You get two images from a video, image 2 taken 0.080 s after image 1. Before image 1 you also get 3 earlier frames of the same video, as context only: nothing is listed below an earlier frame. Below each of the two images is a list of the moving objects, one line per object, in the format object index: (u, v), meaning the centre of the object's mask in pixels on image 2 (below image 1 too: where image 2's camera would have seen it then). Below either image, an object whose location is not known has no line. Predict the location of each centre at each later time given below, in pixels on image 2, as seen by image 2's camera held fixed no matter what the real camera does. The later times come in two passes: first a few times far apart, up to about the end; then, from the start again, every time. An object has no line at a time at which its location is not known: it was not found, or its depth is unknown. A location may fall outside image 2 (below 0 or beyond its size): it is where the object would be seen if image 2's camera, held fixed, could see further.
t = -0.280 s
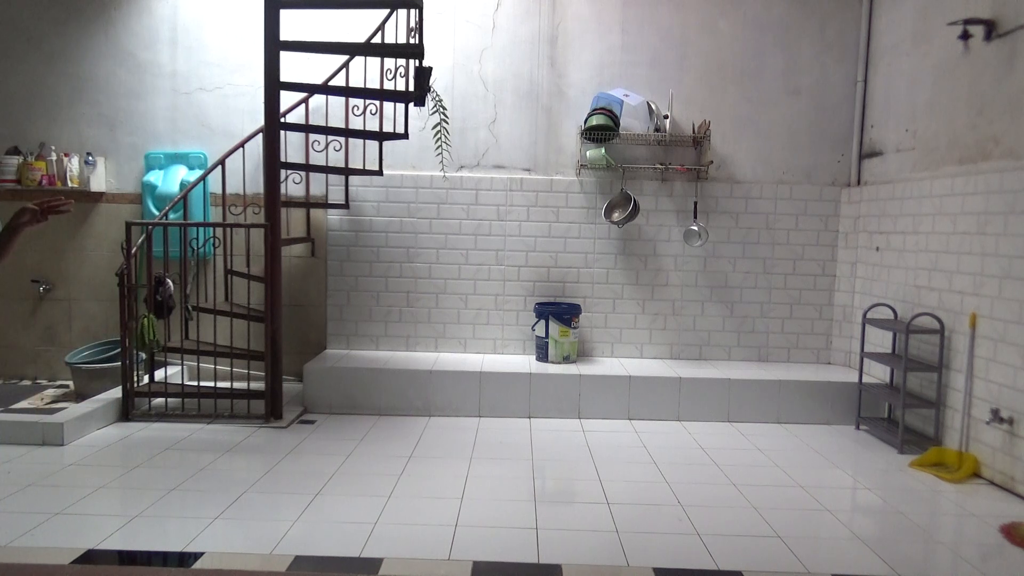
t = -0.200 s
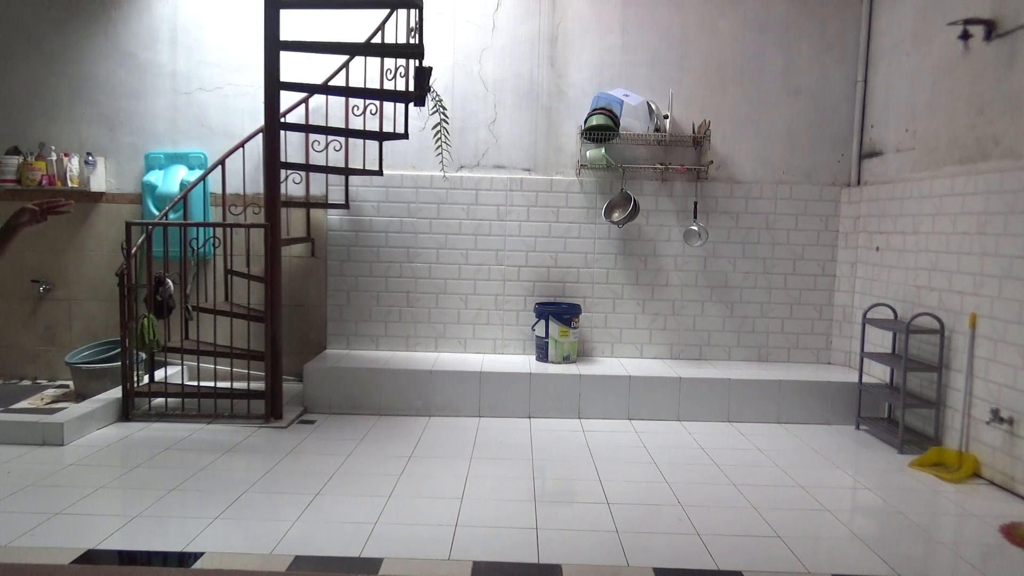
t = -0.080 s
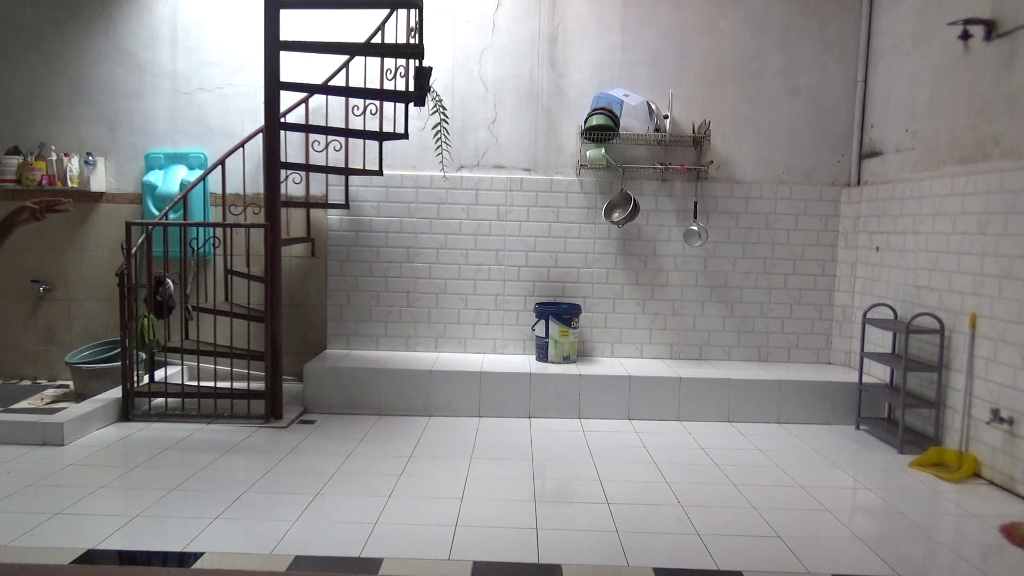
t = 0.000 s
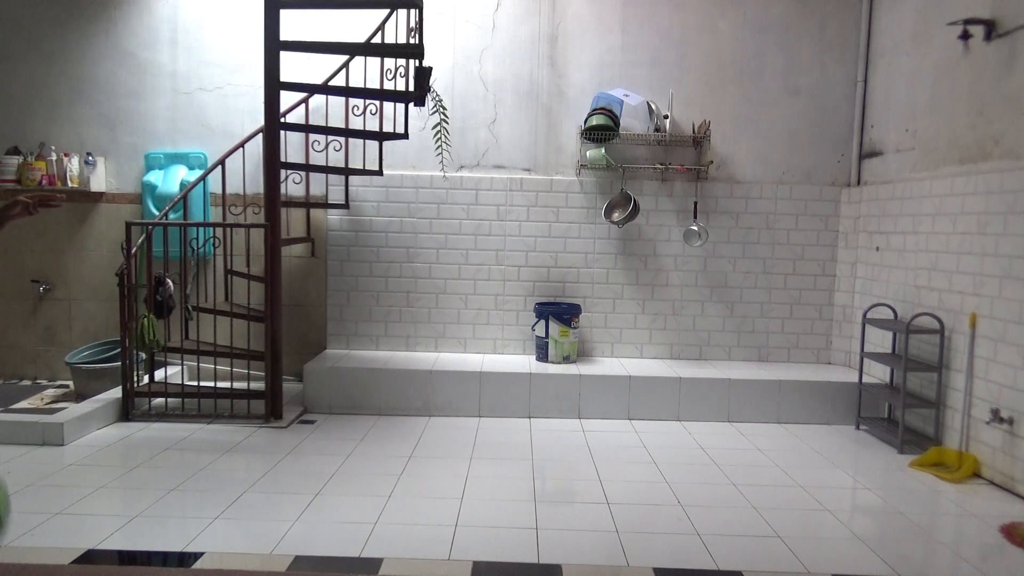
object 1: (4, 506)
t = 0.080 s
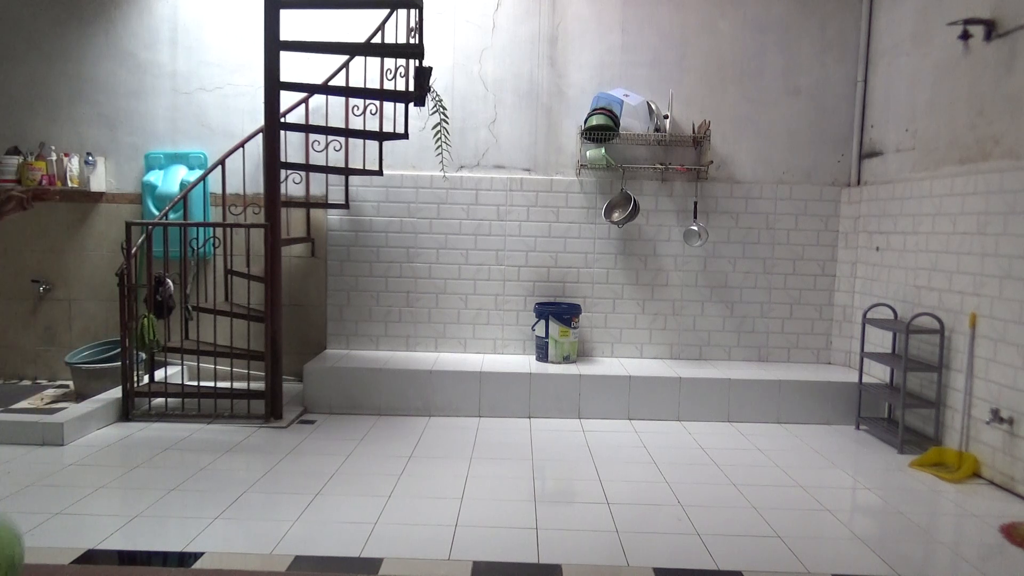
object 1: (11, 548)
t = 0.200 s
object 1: (12, 414)
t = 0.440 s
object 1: (20, 273)
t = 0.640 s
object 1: (89, 491)
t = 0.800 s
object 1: (141, 460)
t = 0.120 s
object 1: (11, 502)
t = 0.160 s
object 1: (11, 458)
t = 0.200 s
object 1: (12, 414)
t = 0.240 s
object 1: (13, 377)
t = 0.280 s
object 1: (14, 347)
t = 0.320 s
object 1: (15, 320)
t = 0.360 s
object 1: (17, 298)
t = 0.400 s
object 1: (18, 281)
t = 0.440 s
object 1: (20, 273)
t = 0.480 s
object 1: (25, 283)
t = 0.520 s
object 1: (35, 316)
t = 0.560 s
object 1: (46, 366)
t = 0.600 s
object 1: (67, 430)
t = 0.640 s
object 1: (89, 491)
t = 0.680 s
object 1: (113, 545)
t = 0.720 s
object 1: (128, 553)
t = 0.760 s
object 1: (133, 513)
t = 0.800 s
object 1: (141, 460)
